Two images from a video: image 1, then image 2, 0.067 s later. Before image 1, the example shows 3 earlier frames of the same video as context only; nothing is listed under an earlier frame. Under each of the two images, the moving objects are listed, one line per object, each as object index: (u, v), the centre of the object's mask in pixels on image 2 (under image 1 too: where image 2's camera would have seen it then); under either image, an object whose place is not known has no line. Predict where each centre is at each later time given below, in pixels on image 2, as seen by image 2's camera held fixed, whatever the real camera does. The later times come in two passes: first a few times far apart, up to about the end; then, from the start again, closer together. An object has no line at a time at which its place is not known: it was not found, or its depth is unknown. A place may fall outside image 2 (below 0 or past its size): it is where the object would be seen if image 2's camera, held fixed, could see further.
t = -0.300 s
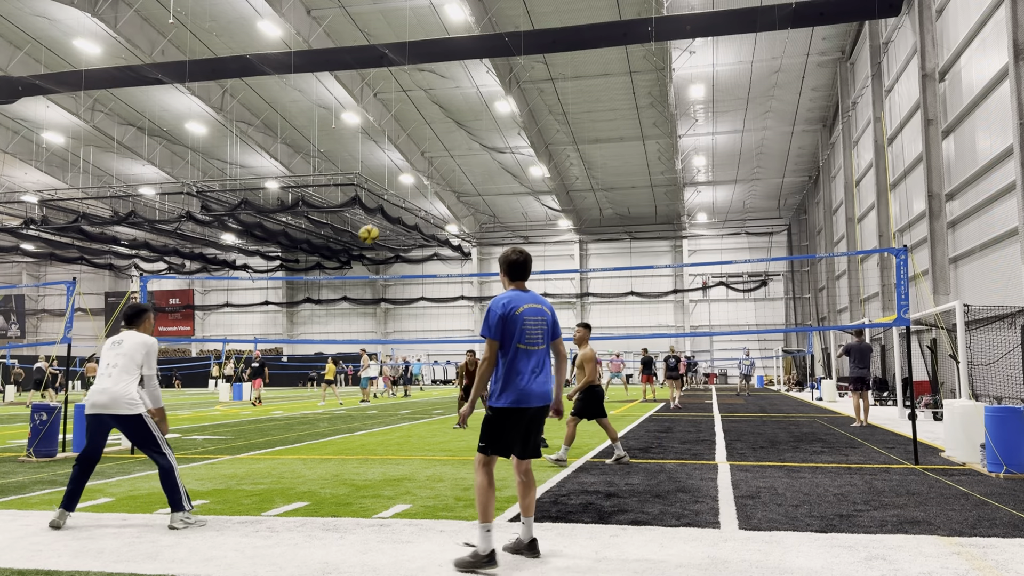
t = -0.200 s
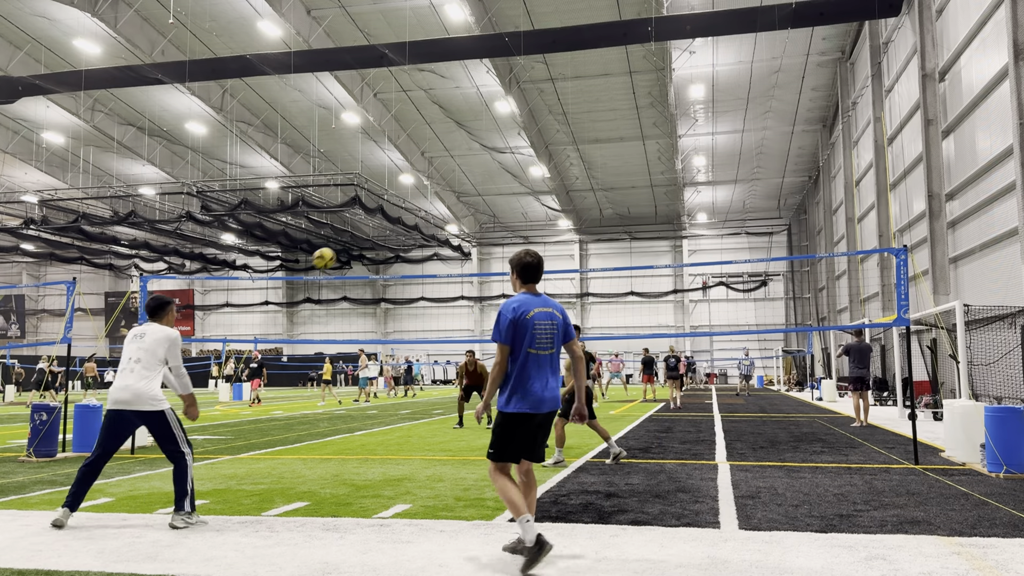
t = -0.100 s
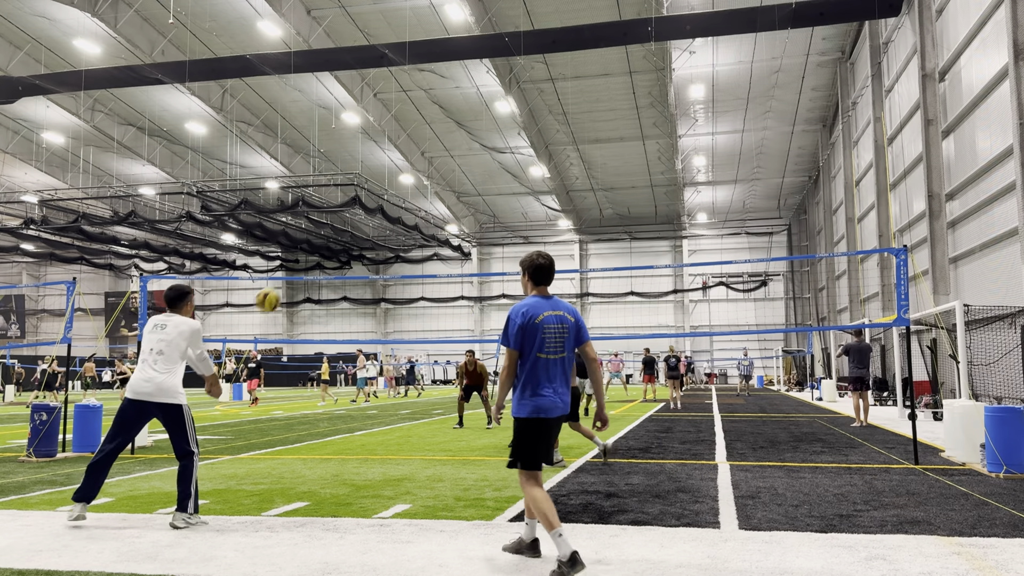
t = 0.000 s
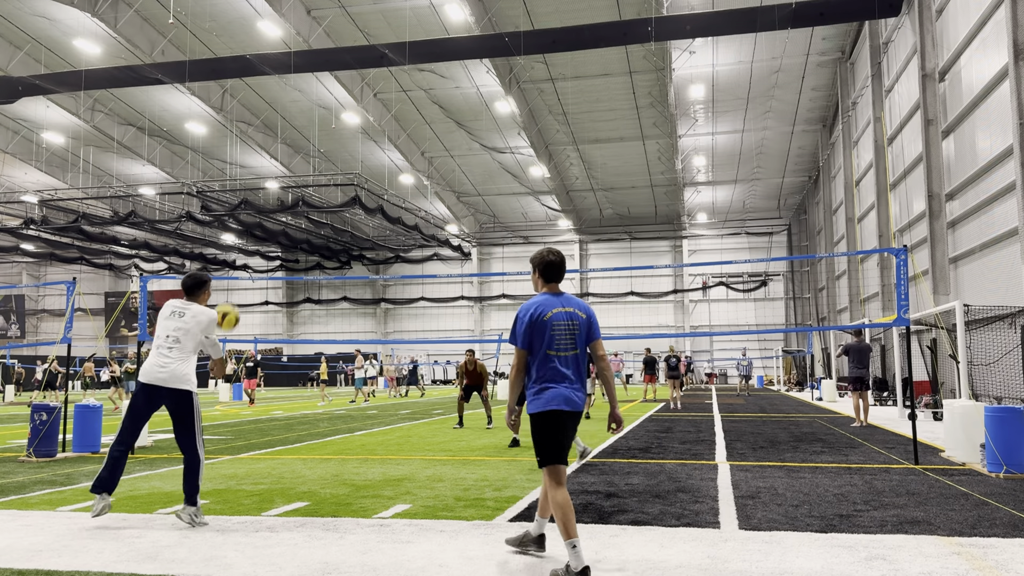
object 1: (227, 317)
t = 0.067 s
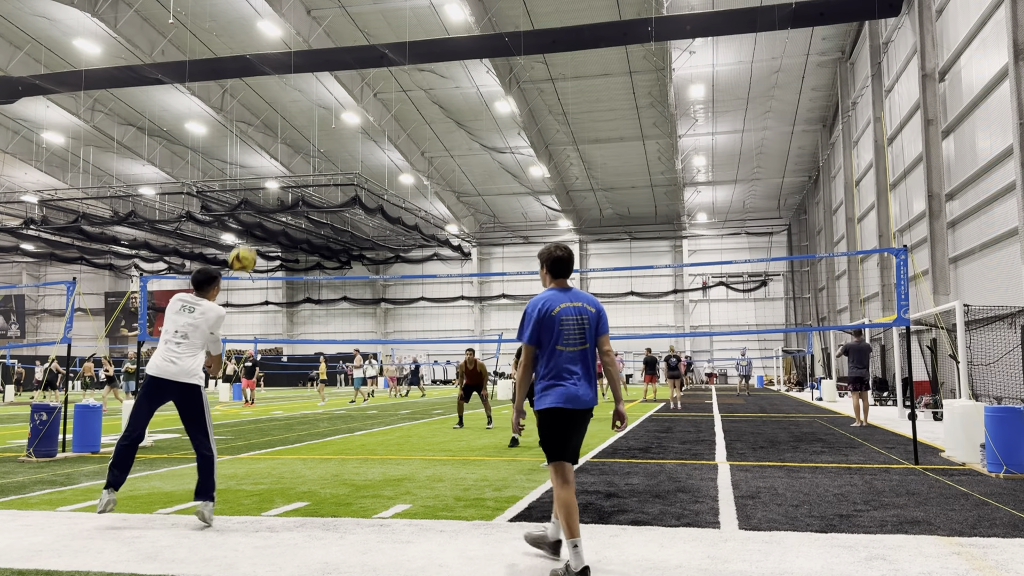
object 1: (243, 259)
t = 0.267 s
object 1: (286, 132)
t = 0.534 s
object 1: (332, 46)
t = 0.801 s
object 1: (370, 35)
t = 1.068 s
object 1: (405, 90)
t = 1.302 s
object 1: (433, 183)
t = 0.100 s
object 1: (251, 233)
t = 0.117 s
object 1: (255, 221)
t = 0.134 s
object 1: (259, 210)
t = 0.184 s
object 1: (269, 179)
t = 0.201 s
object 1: (273, 168)
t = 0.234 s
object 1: (280, 149)
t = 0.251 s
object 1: (283, 140)
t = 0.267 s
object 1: (286, 132)
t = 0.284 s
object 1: (289, 123)
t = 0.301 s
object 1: (292, 116)
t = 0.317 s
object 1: (295, 109)
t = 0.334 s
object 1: (298, 102)
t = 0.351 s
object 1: (301, 96)
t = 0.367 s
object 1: (304, 90)
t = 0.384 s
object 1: (307, 84)
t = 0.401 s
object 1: (310, 78)
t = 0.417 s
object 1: (313, 72)
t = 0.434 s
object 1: (316, 68)
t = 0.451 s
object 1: (319, 63)
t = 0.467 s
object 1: (321, 59)
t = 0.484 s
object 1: (324, 55)
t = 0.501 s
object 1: (327, 52)
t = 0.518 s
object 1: (329, 48)
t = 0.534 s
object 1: (332, 46)
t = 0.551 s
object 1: (335, 43)
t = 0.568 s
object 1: (337, 40)
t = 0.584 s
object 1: (339, 38)
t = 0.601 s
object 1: (342, 36)
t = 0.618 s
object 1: (344, 35)
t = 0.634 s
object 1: (347, 33)
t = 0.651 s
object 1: (349, 32)
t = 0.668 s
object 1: (352, 32)
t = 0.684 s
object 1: (354, 31)
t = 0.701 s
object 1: (357, 31)
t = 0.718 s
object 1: (359, 31)
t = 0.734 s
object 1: (361, 32)
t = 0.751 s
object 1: (364, 32)
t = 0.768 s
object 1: (366, 33)
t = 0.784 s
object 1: (368, 34)
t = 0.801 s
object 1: (370, 35)
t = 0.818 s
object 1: (373, 37)
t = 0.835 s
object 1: (375, 39)
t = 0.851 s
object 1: (377, 41)
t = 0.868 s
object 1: (380, 44)
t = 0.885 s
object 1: (382, 46)
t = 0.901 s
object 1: (384, 49)
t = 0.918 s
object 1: (386, 52)
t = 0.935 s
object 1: (388, 55)
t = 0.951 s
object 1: (391, 59)
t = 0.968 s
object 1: (393, 62)
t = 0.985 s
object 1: (395, 66)
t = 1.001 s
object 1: (397, 71)
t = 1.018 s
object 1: (399, 75)
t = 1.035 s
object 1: (401, 80)
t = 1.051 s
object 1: (403, 85)
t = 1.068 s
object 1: (405, 90)
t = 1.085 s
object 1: (408, 96)
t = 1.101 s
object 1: (410, 101)
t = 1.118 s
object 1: (411, 107)
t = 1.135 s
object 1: (413, 113)
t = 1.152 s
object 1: (416, 119)
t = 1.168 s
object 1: (417, 125)
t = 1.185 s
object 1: (419, 132)
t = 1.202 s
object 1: (422, 139)
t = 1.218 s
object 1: (424, 146)
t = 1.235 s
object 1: (425, 153)
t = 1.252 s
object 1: (427, 160)
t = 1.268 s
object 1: (429, 168)
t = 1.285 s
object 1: (431, 175)
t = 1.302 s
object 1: (433, 183)
